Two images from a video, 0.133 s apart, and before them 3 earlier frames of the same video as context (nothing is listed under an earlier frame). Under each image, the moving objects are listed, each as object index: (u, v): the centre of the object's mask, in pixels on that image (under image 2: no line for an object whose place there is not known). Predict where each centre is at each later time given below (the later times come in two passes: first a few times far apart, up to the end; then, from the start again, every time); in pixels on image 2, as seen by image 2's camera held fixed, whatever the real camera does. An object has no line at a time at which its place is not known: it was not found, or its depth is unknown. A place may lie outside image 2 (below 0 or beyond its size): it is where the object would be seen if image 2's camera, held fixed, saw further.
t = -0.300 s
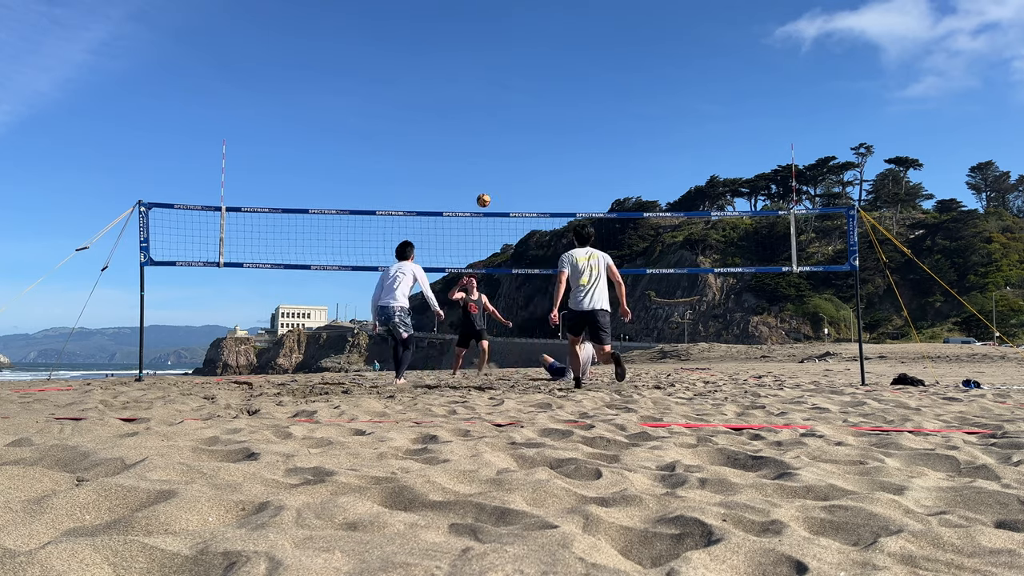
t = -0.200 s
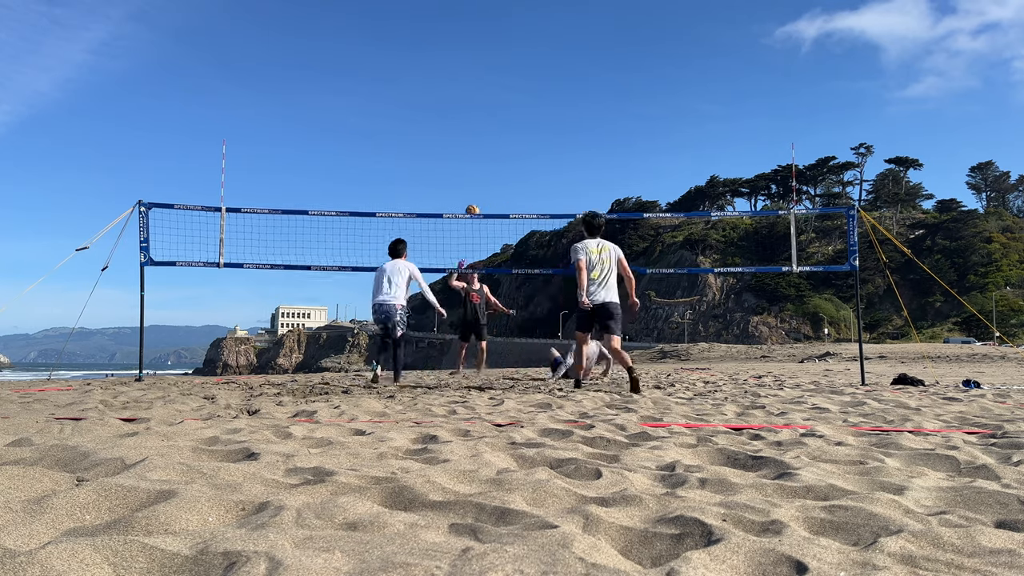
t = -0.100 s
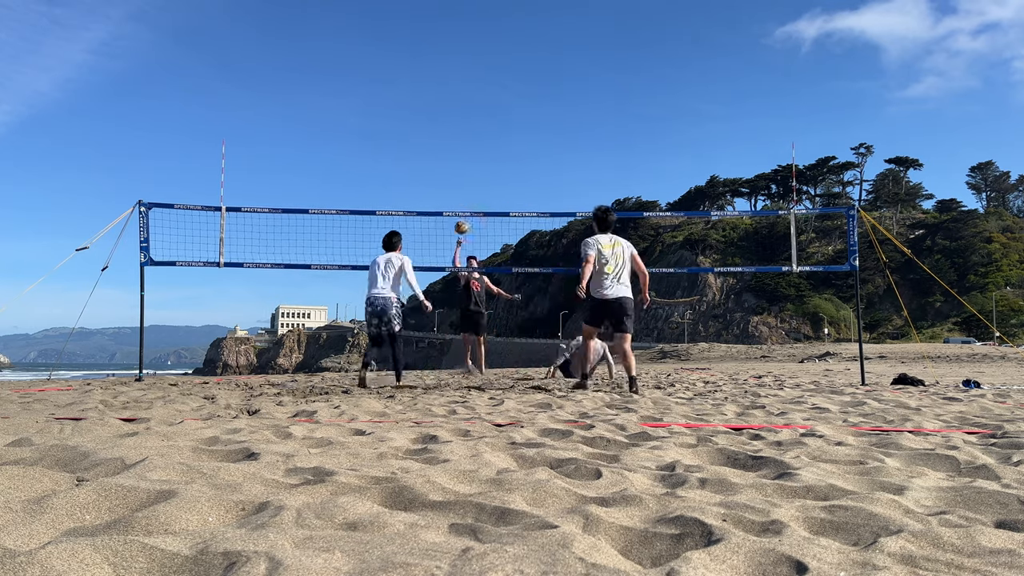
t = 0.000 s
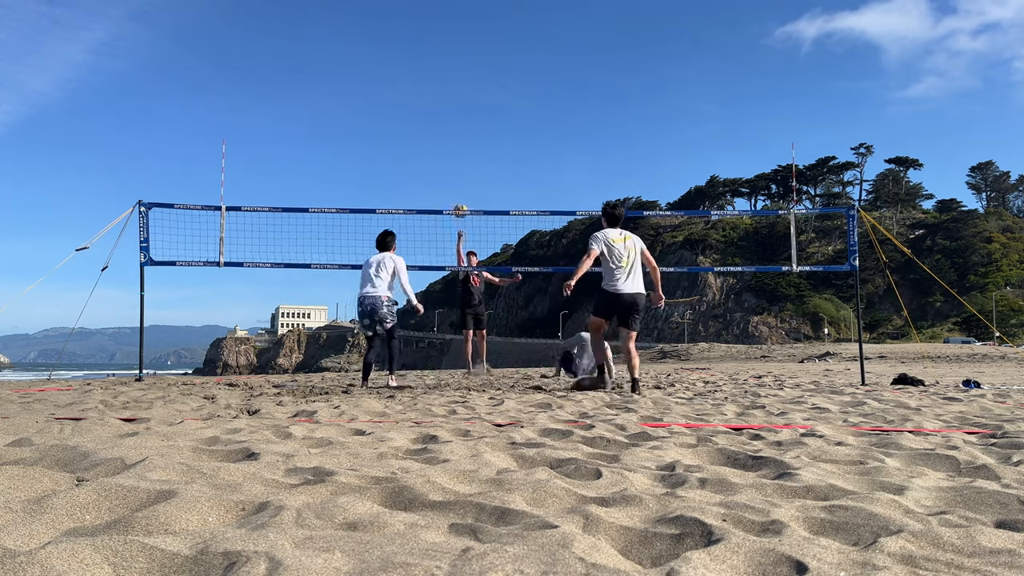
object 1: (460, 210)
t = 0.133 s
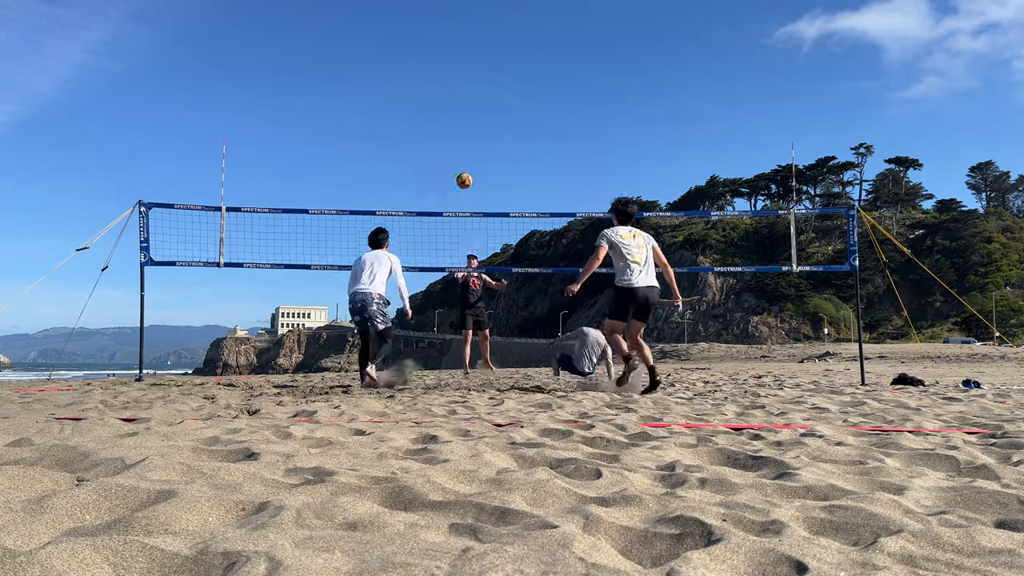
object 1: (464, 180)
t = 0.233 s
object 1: (467, 162)
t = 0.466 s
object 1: (478, 146)
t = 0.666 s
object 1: (490, 175)
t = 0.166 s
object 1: (465, 174)
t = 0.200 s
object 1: (466, 168)
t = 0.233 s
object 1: (467, 162)
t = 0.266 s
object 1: (469, 158)
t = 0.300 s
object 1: (470, 154)
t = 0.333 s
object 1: (472, 151)
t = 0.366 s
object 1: (473, 148)
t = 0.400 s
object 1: (474, 147)
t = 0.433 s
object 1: (476, 146)
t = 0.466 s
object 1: (478, 146)
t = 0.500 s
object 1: (479, 147)
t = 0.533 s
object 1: (482, 150)
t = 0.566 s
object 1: (484, 154)
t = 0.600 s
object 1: (486, 159)
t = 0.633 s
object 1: (488, 166)
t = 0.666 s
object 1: (490, 175)
